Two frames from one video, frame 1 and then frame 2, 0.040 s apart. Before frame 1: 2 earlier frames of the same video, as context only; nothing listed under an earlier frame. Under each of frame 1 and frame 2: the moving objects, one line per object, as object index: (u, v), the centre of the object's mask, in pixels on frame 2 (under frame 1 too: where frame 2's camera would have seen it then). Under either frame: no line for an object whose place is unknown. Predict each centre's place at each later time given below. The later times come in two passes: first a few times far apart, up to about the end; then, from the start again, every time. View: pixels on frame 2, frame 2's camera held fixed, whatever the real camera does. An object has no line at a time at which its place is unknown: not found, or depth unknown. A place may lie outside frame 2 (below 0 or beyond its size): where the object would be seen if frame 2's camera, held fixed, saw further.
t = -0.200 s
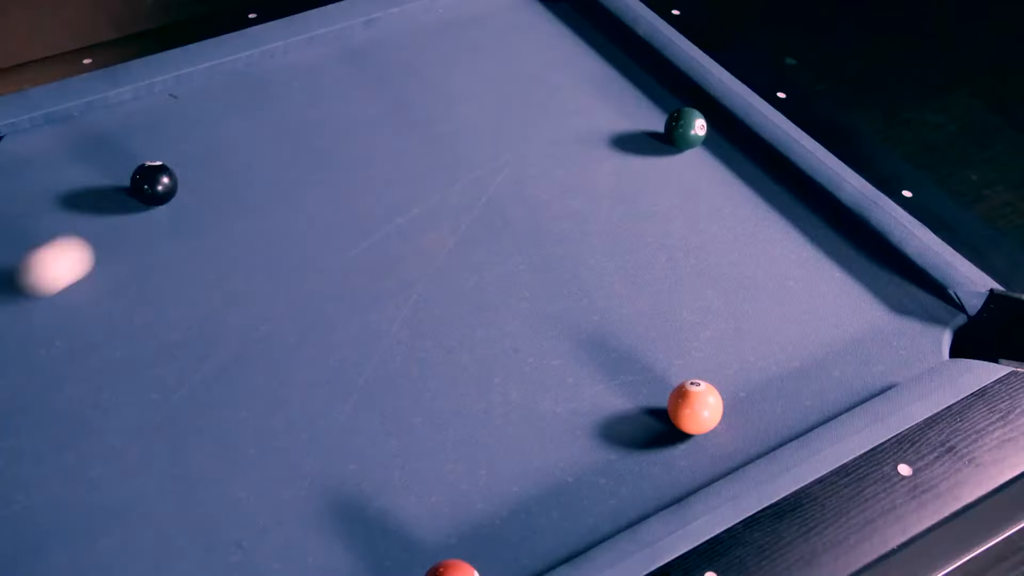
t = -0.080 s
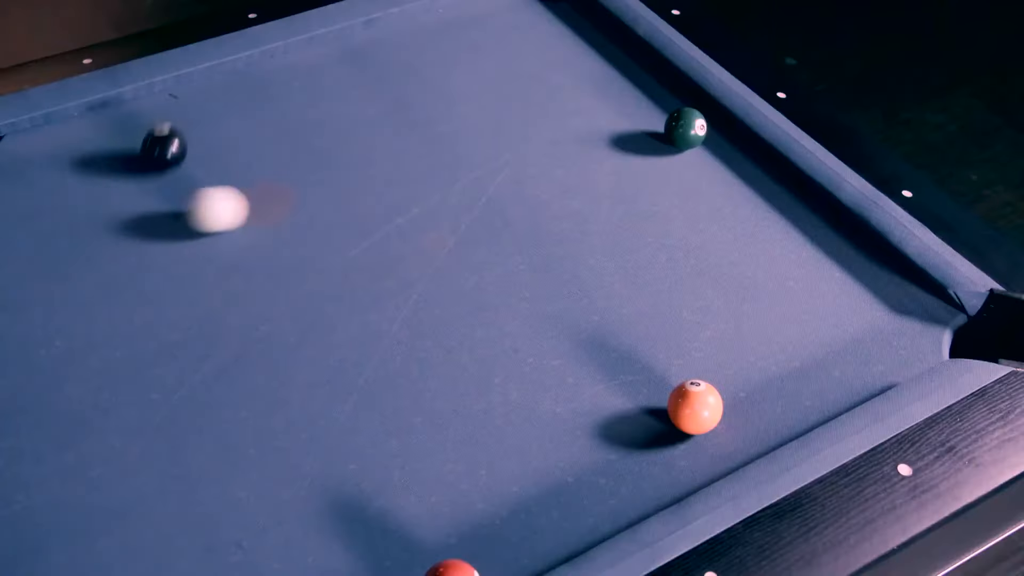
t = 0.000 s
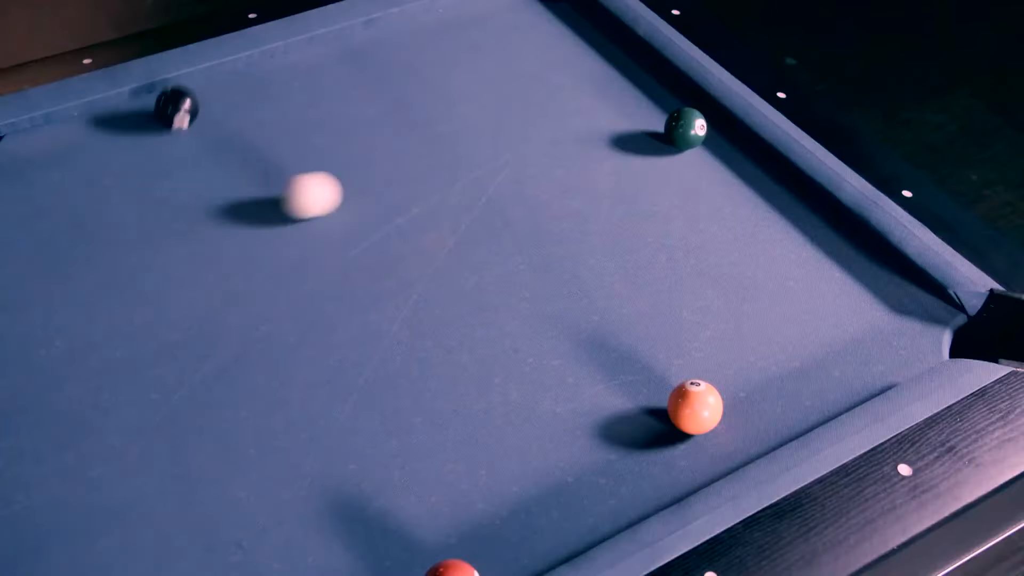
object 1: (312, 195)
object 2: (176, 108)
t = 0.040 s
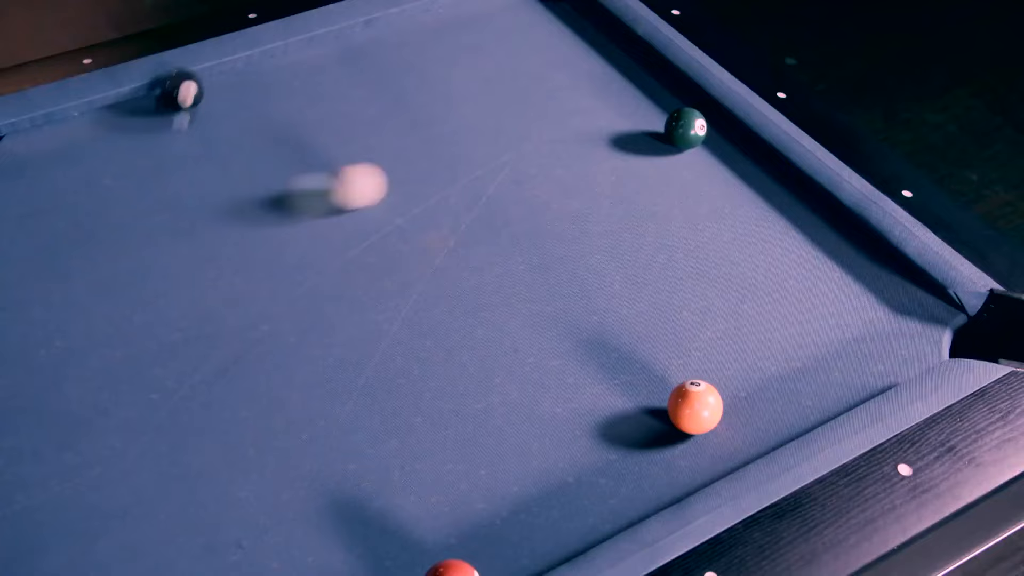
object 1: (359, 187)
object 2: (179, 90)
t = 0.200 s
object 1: (534, 152)
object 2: (235, 106)
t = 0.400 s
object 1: (650, 118)
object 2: (299, 125)
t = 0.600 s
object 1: (679, 99)
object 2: (365, 145)
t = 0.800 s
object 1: (657, 112)
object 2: (431, 166)
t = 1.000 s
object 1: (636, 125)
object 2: (497, 185)
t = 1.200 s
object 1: (617, 139)
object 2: (565, 206)
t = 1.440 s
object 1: (595, 154)
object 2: (645, 231)
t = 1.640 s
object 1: (578, 166)
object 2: (712, 252)
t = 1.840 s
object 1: (561, 177)
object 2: (780, 273)
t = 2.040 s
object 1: (546, 188)
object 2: (848, 294)
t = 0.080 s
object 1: (405, 178)
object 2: (195, 92)
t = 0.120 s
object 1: (448, 169)
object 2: (211, 97)
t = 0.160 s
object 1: (492, 161)
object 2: (222, 102)
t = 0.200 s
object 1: (534, 152)
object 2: (235, 106)
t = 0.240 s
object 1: (576, 144)
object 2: (248, 110)
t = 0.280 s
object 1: (617, 136)
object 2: (261, 113)
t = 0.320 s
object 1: (644, 128)
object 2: (273, 117)
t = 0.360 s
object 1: (645, 123)
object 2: (287, 121)
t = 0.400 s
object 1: (650, 118)
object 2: (299, 125)
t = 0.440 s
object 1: (656, 113)
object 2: (312, 128)
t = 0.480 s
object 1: (667, 107)
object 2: (327, 133)
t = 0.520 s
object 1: (675, 102)
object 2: (339, 137)
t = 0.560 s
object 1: (683, 96)
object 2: (351, 140)
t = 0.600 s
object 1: (679, 99)
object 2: (365, 145)
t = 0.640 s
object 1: (675, 101)
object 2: (379, 147)
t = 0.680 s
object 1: (670, 104)
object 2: (391, 152)
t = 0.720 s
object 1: (666, 107)
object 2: (404, 156)
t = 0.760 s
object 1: (662, 110)
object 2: (418, 161)
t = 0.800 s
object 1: (657, 112)
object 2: (431, 166)
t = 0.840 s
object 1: (654, 115)
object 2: (443, 168)
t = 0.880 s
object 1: (648, 118)
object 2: (458, 173)
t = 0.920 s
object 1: (644, 121)
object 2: (472, 177)
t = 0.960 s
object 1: (640, 123)
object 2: (484, 182)
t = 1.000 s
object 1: (636, 125)
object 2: (497, 185)
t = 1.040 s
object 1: (633, 128)
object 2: (511, 189)
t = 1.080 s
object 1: (628, 131)
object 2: (527, 194)
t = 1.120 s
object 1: (625, 134)
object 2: (538, 197)
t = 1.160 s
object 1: (621, 136)
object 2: (551, 201)
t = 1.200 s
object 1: (617, 139)
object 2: (565, 206)
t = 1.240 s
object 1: (613, 141)
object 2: (579, 210)
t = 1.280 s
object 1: (609, 144)
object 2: (591, 214)
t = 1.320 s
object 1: (606, 146)
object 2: (605, 218)
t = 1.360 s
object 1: (602, 149)
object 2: (619, 223)
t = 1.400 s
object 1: (599, 151)
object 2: (632, 228)
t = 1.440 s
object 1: (595, 154)
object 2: (645, 231)
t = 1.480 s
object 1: (591, 157)
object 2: (661, 235)
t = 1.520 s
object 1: (588, 159)
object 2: (672, 240)
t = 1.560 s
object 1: (584, 161)
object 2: (686, 244)
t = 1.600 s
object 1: (581, 164)
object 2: (700, 248)
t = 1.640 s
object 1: (578, 166)
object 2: (712, 252)
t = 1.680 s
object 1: (574, 169)
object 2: (728, 256)
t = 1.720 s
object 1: (571, 171)
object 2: (740, 261)
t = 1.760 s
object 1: (568, 173)
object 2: (754, 266)
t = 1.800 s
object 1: (564, 175)
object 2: (767, 270)
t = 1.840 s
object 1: (561, 177)
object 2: (780, 273)
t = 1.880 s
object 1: (558, 180)
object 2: (794, 277)
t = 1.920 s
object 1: (555, 182)
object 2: (808, 281)
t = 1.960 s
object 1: (552, 184)
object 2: (821, 286)
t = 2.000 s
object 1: (548, 186)
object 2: (835, 289)
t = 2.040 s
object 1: (546, 188)
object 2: (848, 294)
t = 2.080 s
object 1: (542, 191)
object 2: (863, 296)
